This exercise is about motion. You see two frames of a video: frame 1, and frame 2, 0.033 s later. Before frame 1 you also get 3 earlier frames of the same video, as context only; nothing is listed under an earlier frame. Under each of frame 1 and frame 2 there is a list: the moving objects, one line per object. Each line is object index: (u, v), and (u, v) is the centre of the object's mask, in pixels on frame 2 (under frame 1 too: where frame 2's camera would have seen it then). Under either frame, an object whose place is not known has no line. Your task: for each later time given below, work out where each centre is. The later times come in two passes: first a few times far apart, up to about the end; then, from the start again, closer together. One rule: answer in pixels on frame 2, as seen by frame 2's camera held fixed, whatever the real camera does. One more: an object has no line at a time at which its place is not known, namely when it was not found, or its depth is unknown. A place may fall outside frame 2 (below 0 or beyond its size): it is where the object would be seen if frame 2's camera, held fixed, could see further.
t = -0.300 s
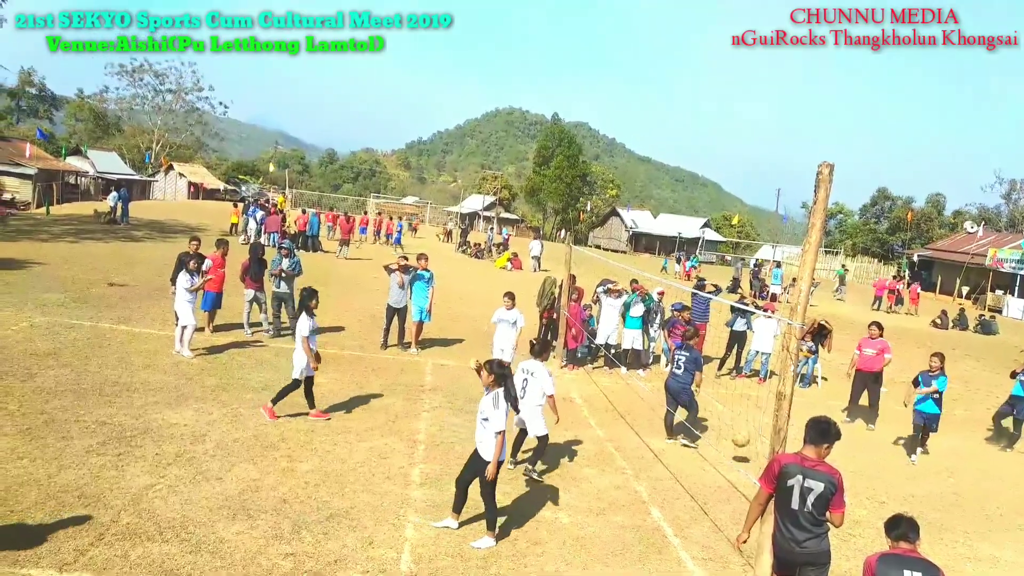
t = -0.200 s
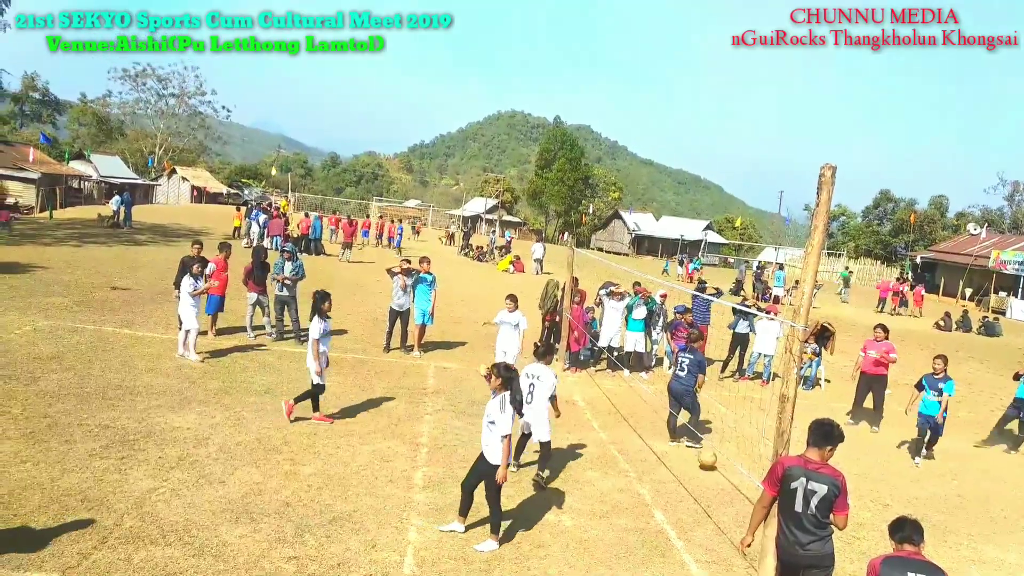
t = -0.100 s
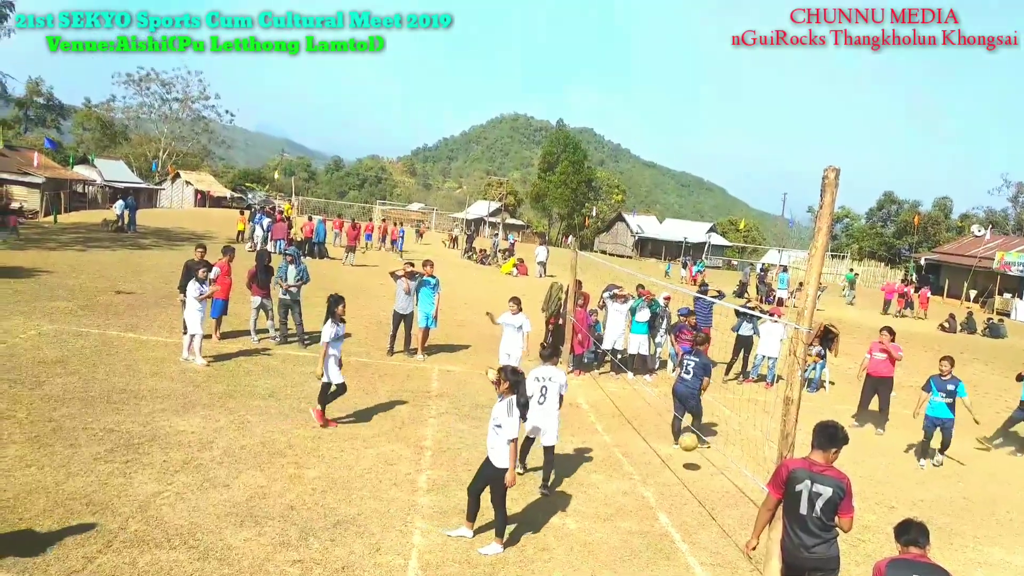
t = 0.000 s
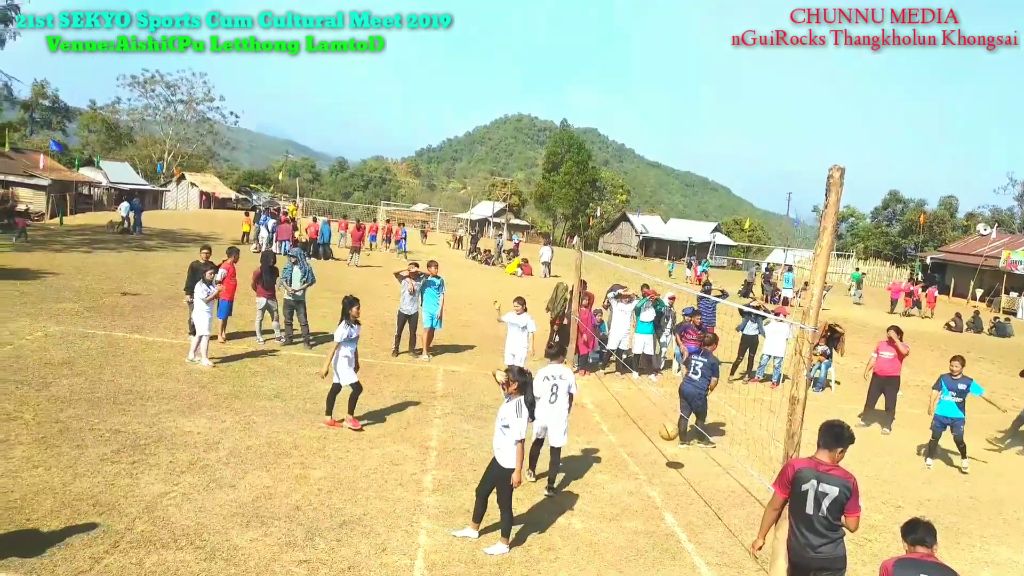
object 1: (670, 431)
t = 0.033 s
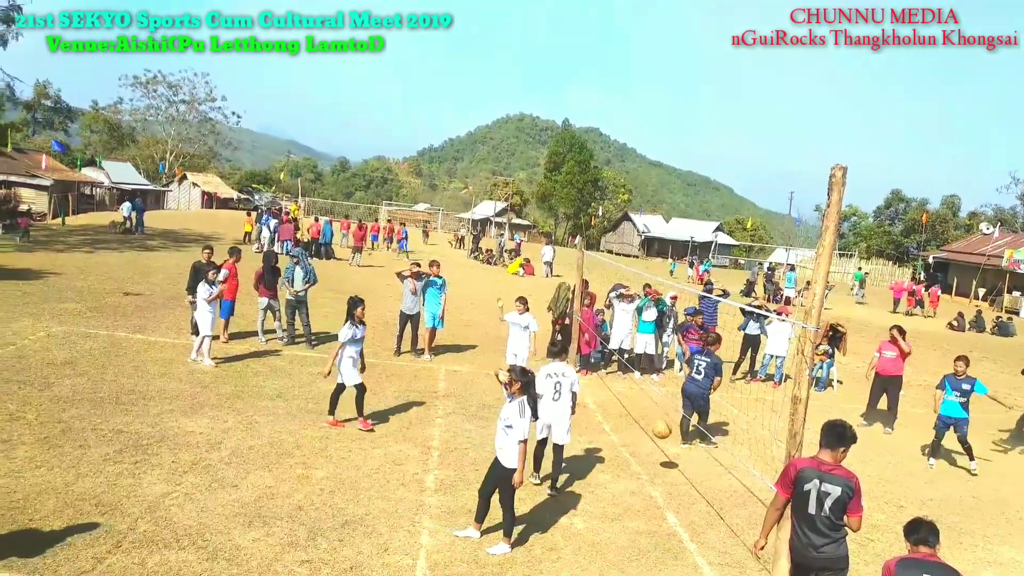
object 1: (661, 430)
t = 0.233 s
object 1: (603, 440)
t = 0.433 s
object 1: (538, 470)
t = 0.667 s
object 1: (470, 447)
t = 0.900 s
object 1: (388, 478)
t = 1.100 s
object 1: (314, 472)
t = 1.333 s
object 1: (218, 493)
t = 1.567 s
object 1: (113, 497)
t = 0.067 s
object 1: (652, 429)
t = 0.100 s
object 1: (643, 429)
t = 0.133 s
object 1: (634, 430)
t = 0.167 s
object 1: (624, 433)
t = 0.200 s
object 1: (613, 435)
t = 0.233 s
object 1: (603, 440)
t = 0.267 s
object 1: (594, 445)
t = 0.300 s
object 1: (584, 451)
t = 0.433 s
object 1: (538, 470)
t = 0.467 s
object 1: (534, 463)
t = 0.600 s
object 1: (488, 449)
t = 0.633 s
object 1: (480, 447)
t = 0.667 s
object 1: (470, 447)
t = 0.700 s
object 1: (459, 448)
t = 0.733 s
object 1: (447, 449)
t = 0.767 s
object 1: (436, 453)
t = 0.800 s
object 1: (424, 458)
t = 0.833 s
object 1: (413, 463)
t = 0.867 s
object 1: (400, 470)
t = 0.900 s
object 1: (388, 478)
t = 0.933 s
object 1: (376, 486)
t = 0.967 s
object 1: (362, 480)
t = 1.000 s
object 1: (351, 477)
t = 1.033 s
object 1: (339, 474)
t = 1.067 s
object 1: (327, 473)
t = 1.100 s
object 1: (314, 472)
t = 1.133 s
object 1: (301, 472)
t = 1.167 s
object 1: (287, 474)
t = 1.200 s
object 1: (274, 477)
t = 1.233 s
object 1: (260, 481)
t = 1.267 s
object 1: (246, 487)
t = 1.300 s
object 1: (232, 494)
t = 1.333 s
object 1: (218, 493)
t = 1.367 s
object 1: (204, 492)
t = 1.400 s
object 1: (188, 491)
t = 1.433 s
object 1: (174, 492)
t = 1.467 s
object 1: (159, 497)
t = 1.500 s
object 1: (143, 499)
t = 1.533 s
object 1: (129, 498)
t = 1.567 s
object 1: (113, 497)
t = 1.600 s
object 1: (98, 496)
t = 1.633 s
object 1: (83, 498)
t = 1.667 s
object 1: (67, 500)
